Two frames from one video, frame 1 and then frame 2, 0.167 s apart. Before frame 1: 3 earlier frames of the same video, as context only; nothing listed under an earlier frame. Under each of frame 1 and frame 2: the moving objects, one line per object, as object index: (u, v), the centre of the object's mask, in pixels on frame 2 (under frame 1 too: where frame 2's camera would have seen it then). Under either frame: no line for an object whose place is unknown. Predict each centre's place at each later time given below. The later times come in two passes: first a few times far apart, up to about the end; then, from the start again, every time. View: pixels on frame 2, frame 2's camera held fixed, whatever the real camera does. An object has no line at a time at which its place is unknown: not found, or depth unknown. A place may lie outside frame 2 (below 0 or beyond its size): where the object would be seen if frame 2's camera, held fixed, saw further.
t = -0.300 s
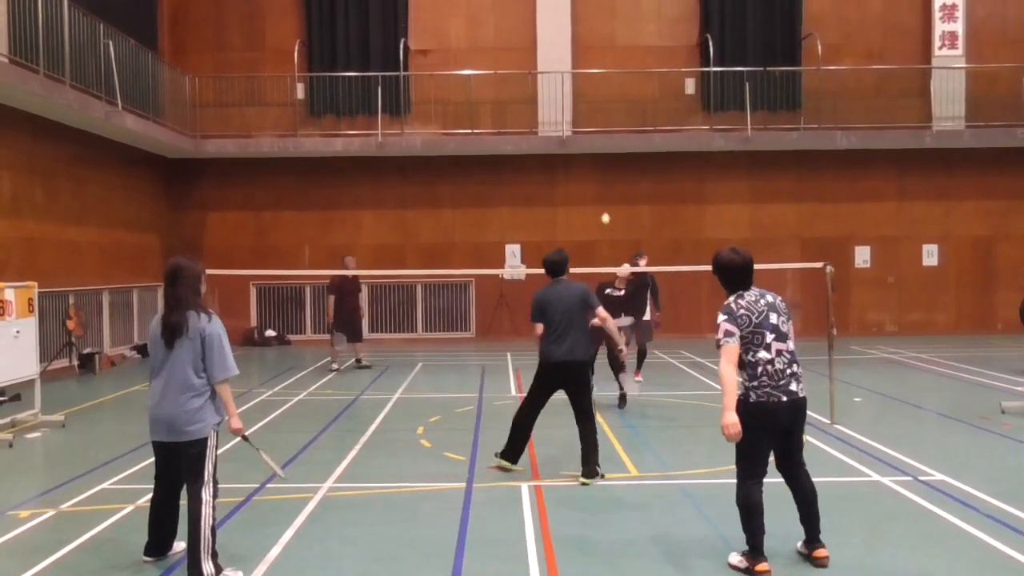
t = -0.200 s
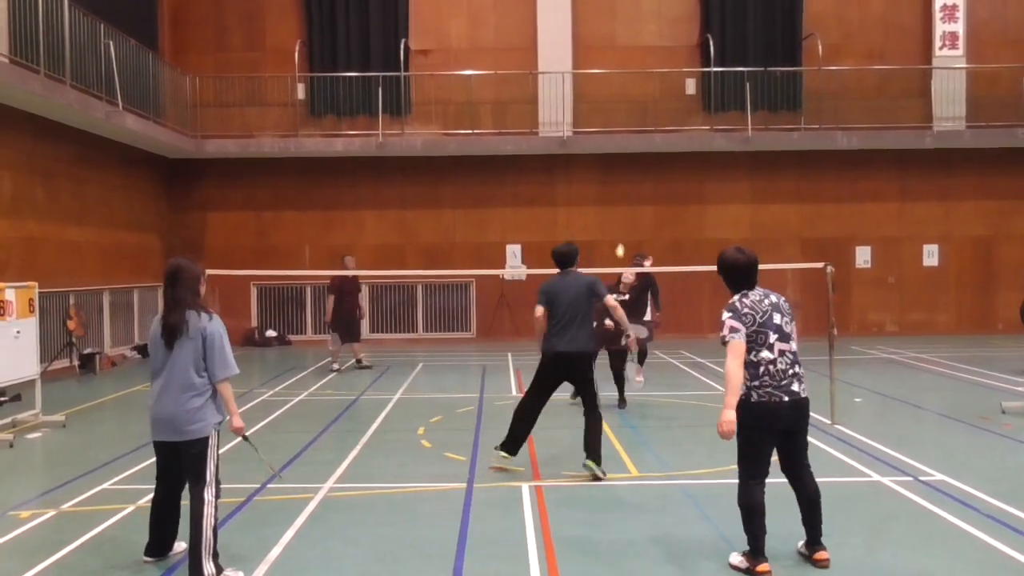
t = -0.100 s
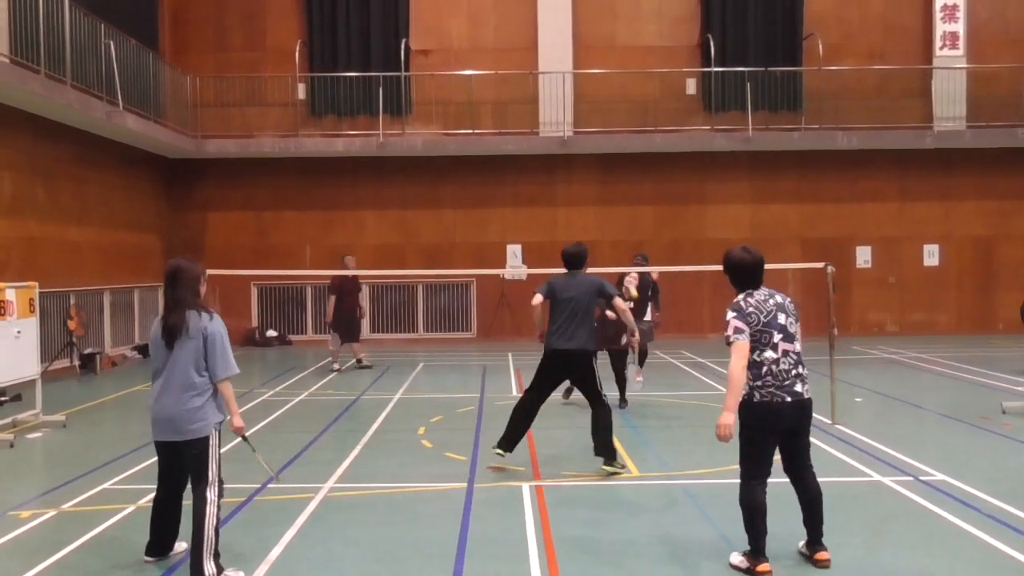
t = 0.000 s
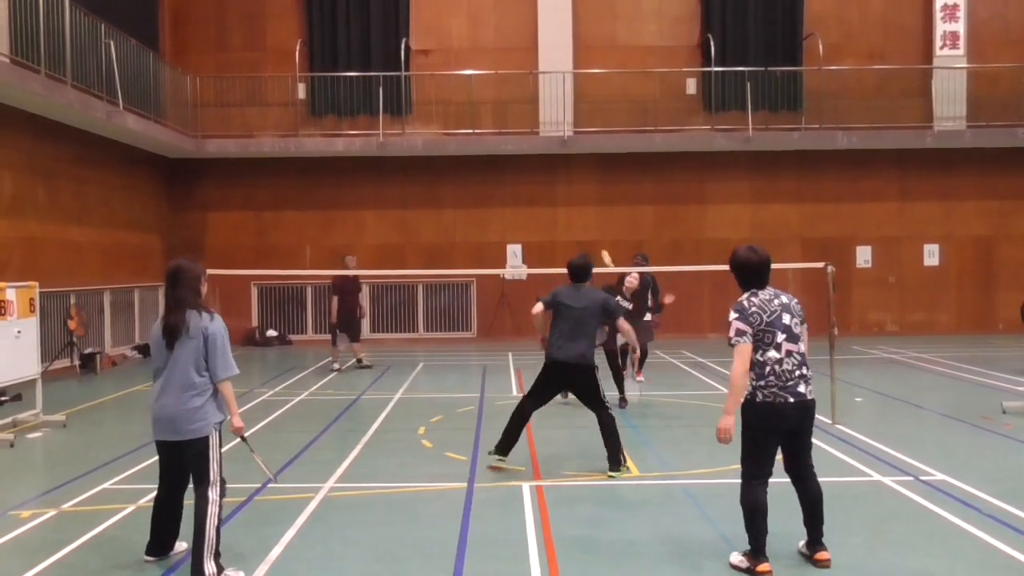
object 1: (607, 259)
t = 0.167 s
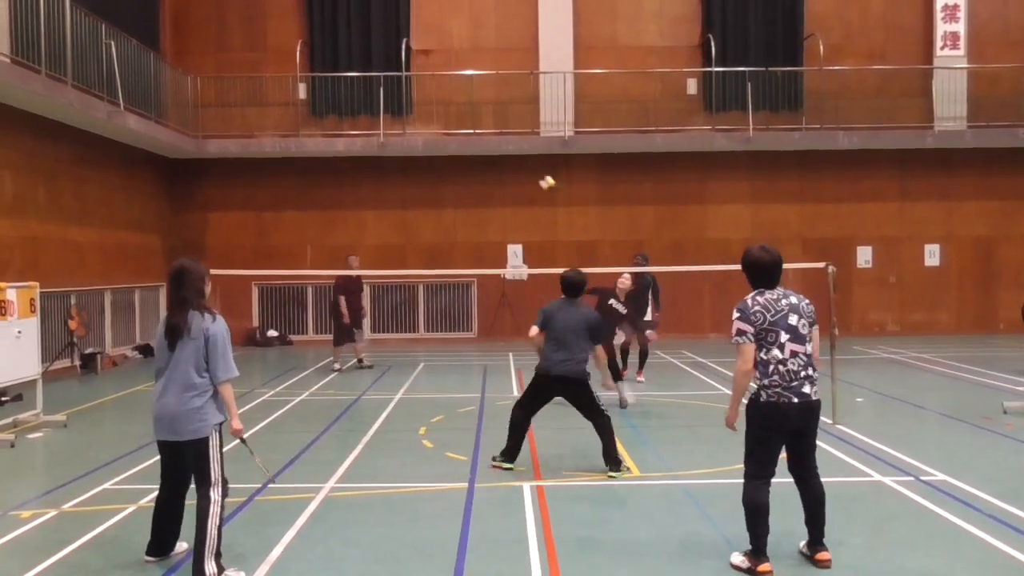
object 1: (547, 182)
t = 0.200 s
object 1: (536, 172)
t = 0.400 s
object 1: (475, 137)
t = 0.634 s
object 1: (411, 157)
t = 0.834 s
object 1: (364, 220)
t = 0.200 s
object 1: (536, 172)
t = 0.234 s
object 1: (526, 164)
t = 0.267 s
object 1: (516, 156)
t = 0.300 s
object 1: (507, 150)
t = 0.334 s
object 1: (497, 144)
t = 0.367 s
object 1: (486, 140)
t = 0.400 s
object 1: (475, 137)
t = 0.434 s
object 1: (465, 137)
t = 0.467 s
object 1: (456, 138)
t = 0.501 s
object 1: (446, 139)
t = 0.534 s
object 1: (437, 142)
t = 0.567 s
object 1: (428, 146)
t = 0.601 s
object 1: (419, 151)
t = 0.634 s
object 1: (411, 157)
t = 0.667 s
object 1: (403, 165)
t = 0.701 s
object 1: (395, 173)
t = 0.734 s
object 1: (387, 183)
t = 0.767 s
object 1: (380, 195)
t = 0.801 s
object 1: (372, 207)
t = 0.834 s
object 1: (364, 220)
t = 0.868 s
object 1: (357, 234)
